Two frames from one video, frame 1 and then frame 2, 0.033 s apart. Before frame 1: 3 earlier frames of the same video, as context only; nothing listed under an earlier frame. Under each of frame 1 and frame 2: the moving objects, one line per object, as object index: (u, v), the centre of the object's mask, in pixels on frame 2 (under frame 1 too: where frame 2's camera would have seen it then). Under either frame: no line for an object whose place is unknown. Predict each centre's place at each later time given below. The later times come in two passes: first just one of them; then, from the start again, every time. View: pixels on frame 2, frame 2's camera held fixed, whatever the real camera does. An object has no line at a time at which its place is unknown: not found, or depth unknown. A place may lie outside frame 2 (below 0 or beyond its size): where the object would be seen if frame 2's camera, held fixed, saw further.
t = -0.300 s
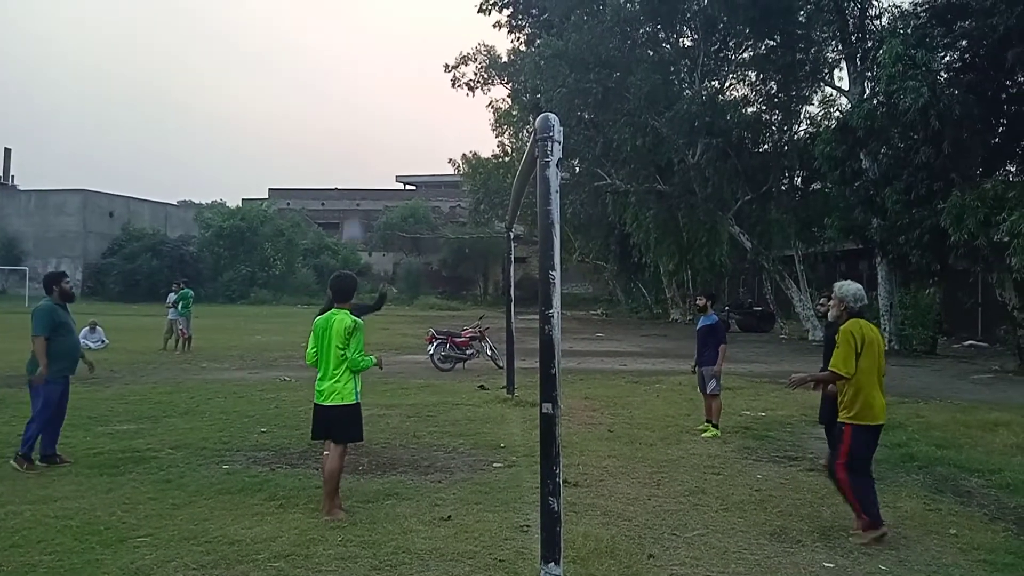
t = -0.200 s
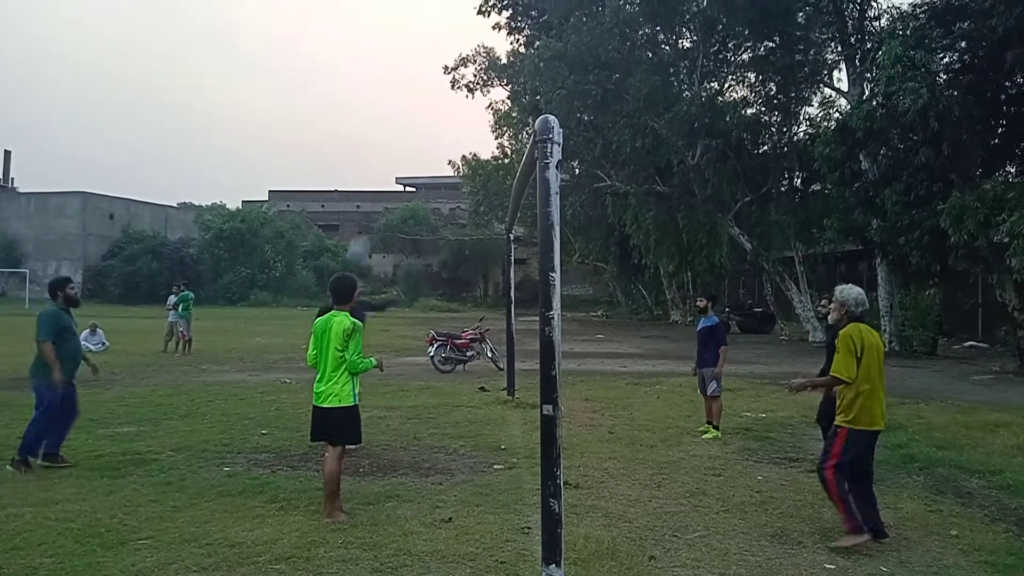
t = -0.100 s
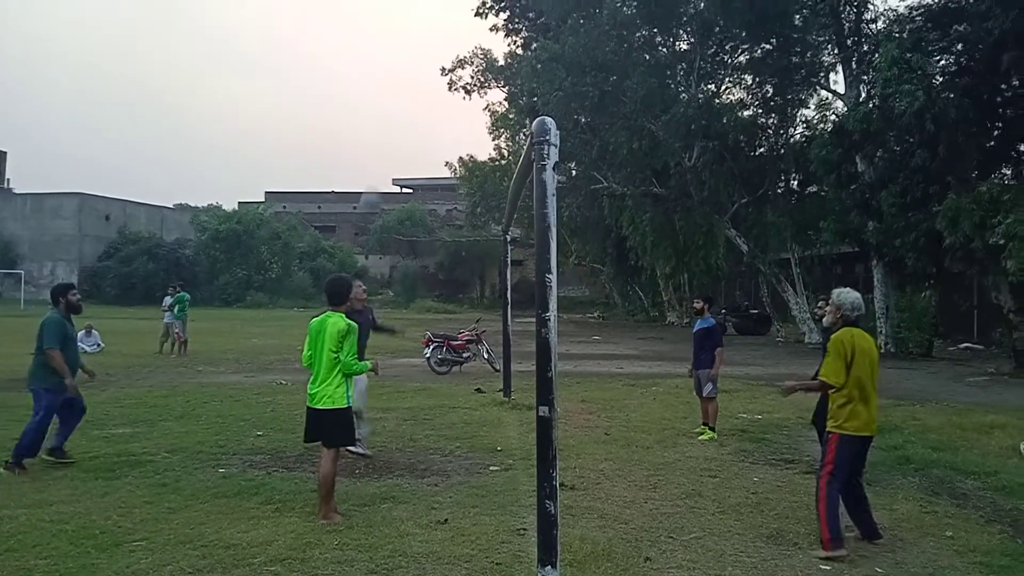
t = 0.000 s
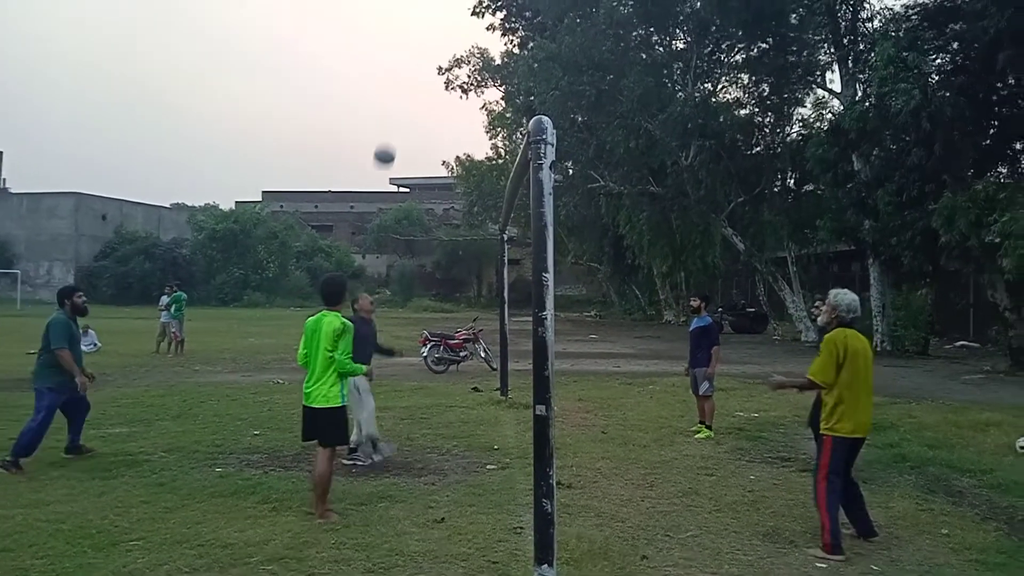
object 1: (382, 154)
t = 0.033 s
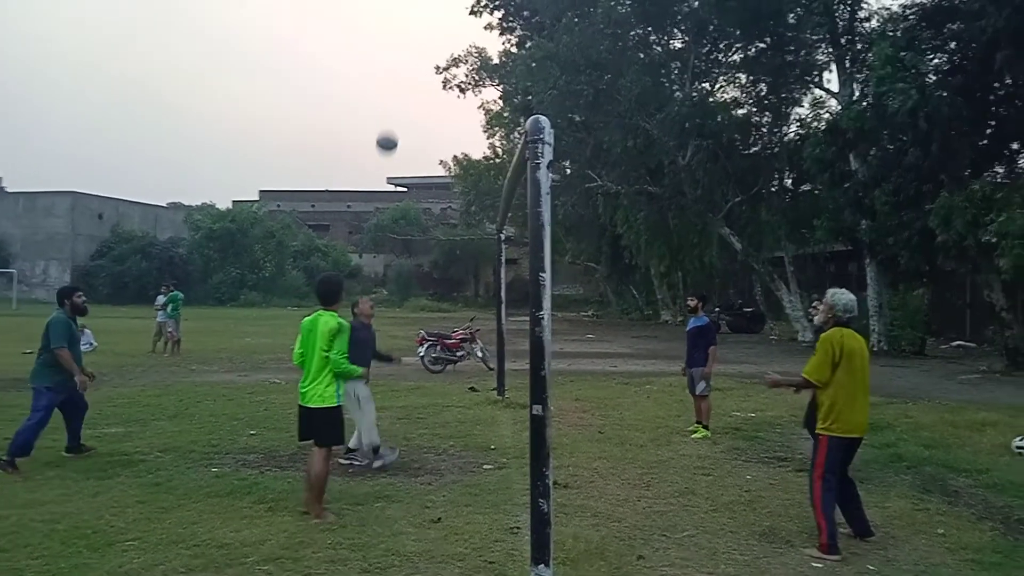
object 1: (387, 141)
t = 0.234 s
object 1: (418, 88)
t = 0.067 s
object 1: (392, 131)
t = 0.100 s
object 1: (397, 120)
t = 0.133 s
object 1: (402, 111)
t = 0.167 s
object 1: (407, 102)
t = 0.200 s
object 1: (413, 95)
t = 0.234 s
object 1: (418, 88)
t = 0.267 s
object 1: (423, 83)
